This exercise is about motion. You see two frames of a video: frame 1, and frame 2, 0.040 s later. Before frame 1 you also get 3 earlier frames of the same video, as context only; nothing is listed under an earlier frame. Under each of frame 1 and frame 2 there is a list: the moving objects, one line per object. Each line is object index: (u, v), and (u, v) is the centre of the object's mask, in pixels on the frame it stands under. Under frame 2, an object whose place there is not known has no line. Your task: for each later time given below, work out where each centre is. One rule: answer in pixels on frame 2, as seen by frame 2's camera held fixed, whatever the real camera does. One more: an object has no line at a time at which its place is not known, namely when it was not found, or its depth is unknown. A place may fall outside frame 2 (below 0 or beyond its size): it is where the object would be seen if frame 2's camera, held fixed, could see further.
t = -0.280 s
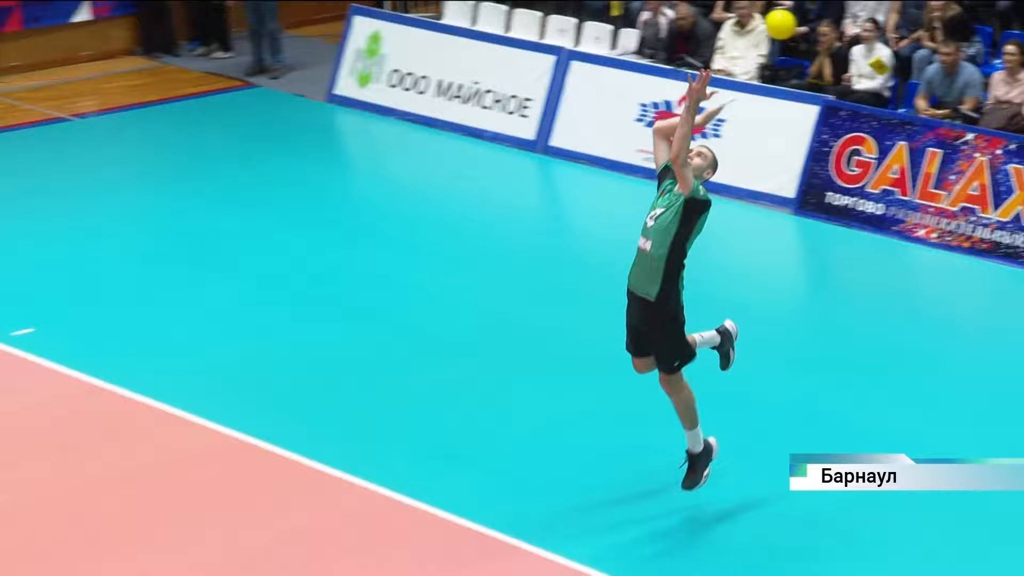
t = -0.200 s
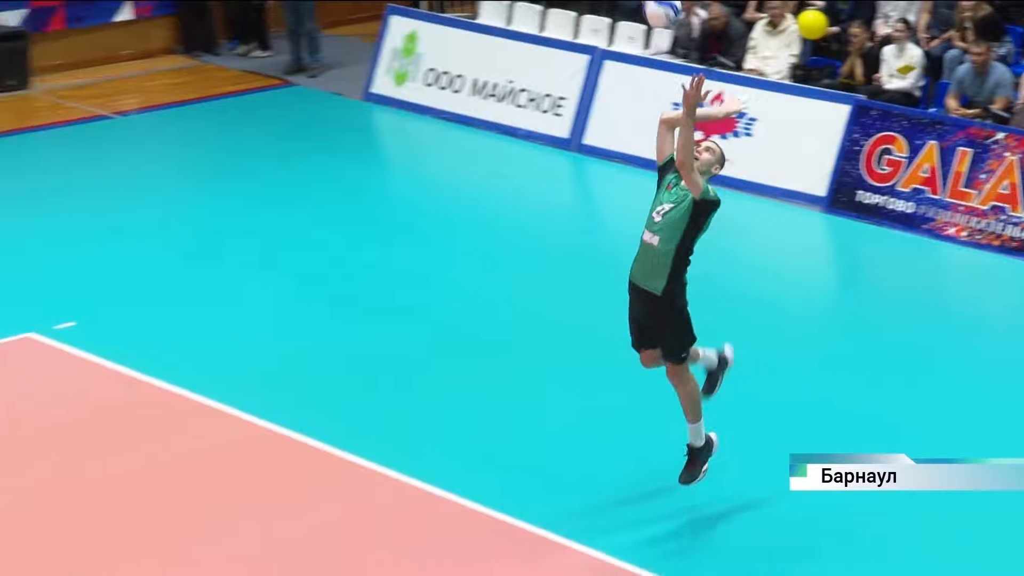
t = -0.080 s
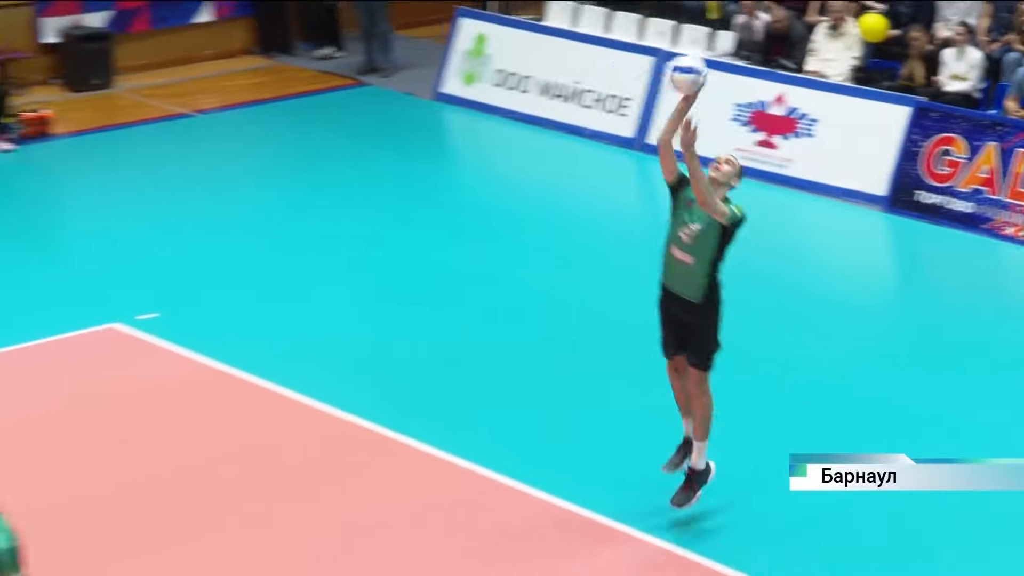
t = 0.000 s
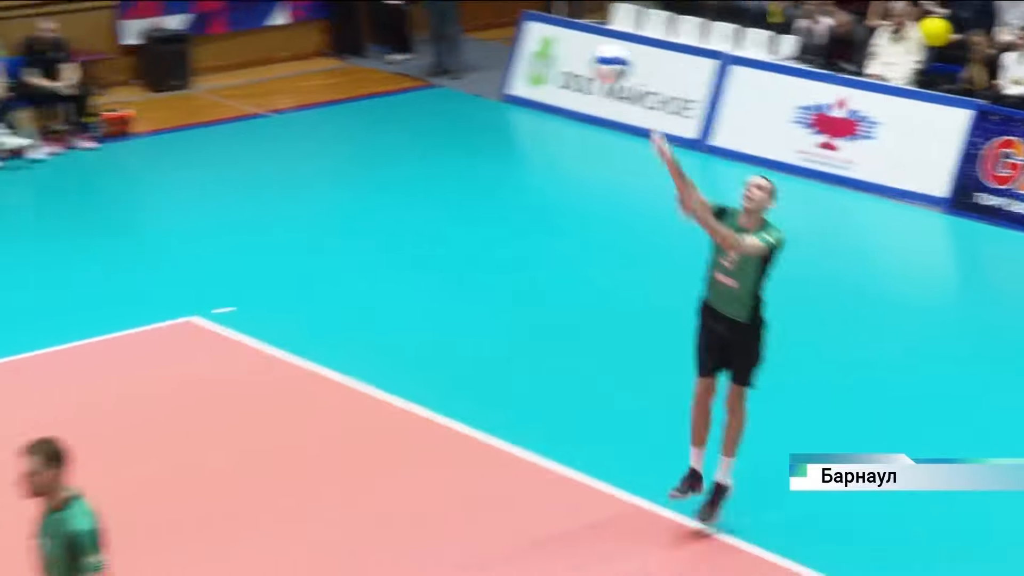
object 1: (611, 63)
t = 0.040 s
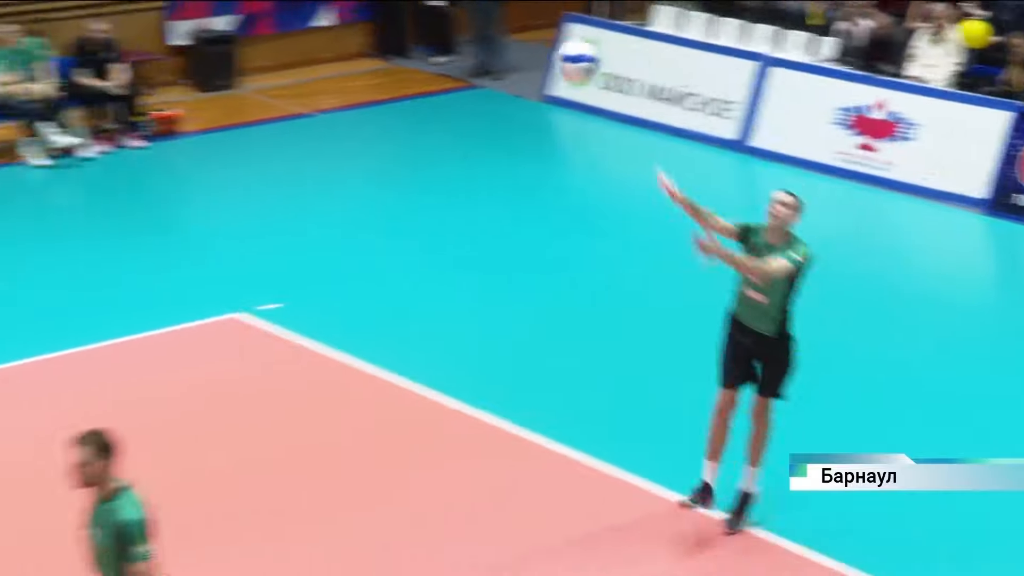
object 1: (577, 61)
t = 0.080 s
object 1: (498, 60)
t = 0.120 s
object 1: (414, 61)
